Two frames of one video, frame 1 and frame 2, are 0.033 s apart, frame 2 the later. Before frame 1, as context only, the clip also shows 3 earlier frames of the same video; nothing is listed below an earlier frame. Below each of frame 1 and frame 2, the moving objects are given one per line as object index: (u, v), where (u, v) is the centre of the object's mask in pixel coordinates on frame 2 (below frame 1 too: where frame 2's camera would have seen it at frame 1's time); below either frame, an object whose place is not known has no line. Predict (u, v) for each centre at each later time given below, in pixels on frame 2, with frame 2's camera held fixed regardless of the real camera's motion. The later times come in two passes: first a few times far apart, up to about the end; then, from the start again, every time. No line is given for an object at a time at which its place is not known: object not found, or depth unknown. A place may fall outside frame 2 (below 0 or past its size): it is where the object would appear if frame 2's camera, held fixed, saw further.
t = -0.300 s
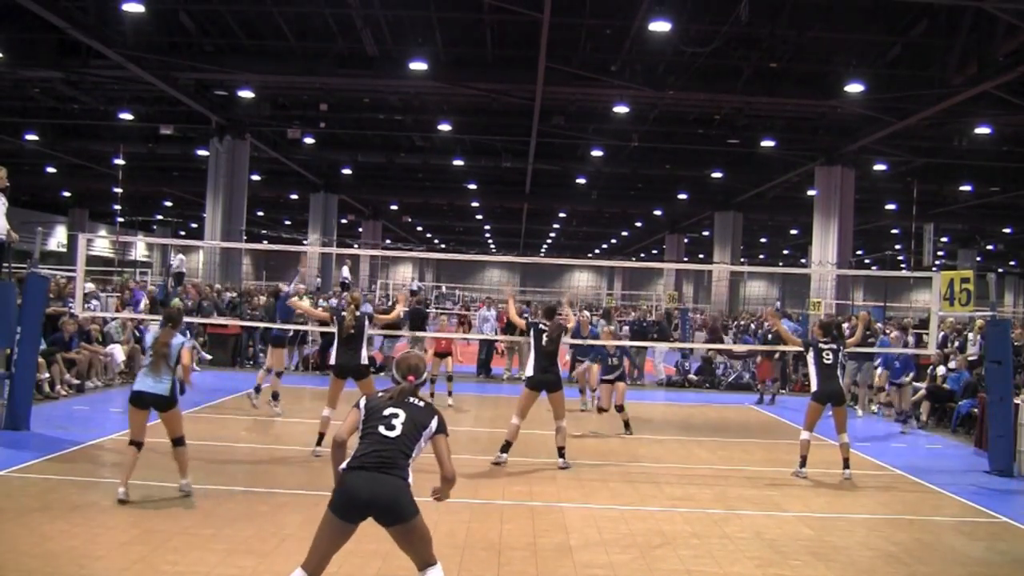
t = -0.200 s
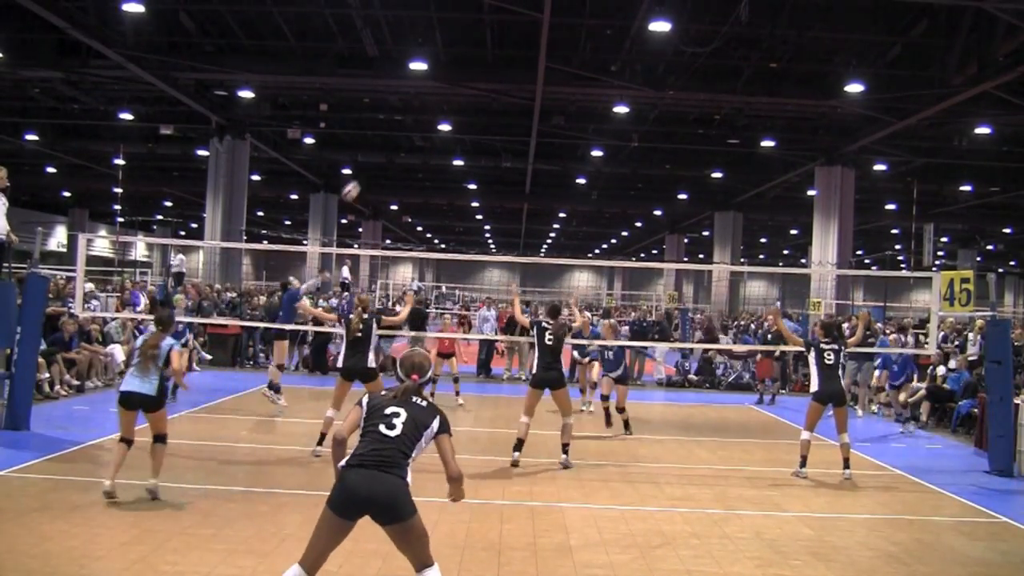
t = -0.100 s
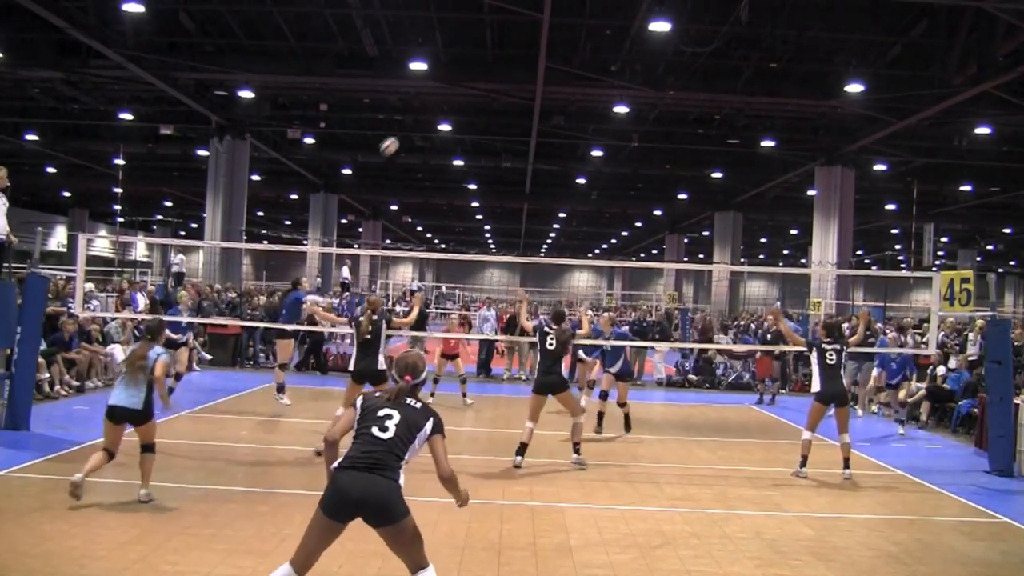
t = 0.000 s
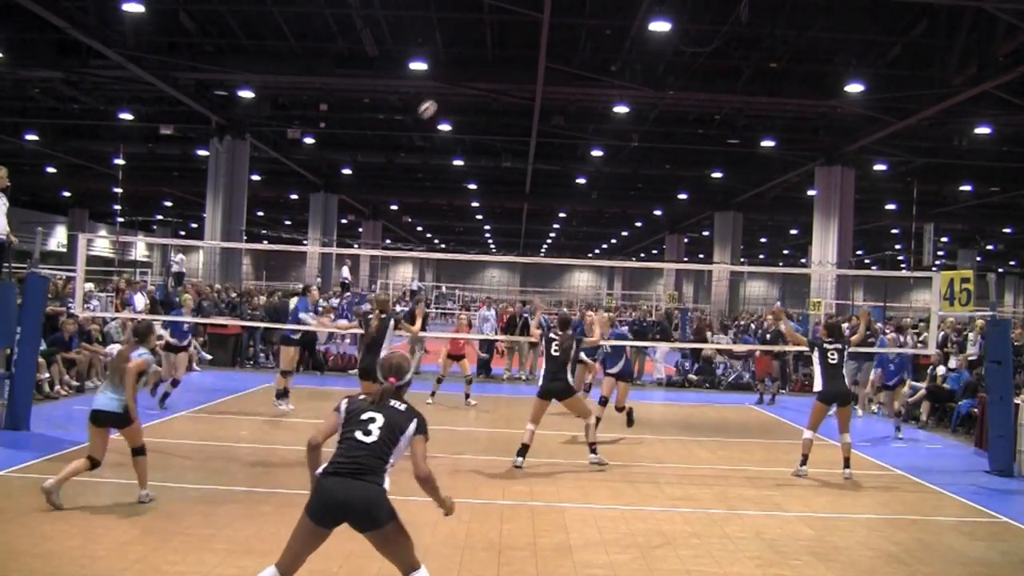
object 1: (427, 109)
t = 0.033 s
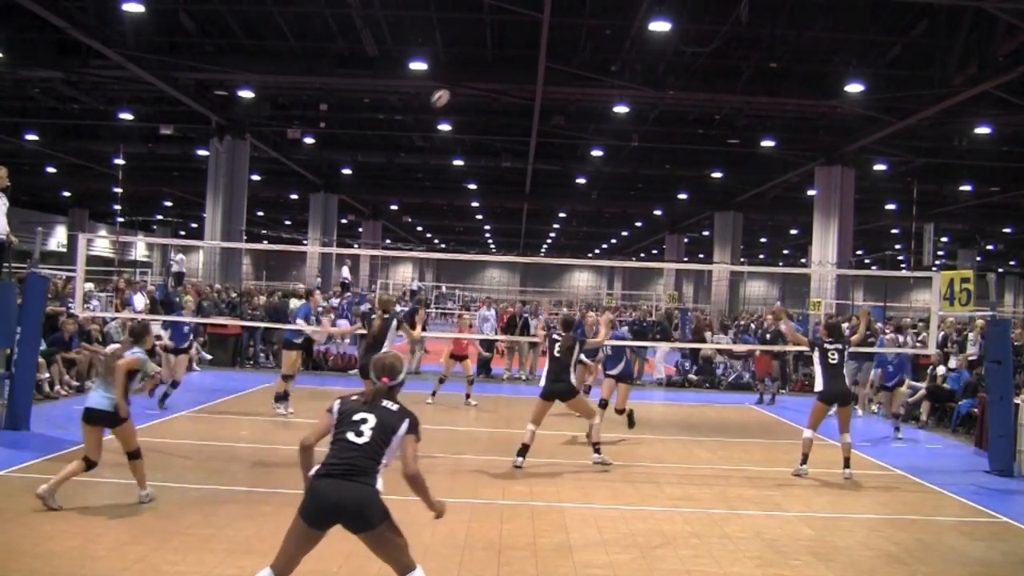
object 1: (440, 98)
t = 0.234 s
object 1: (516, 51)
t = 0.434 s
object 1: (589, 34)
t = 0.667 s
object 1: (673, 52)
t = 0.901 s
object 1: (754, 113)
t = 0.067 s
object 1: (452, 88)
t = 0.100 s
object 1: (465, 79)
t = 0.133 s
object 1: (478, 71)
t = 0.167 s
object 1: (490, 63)
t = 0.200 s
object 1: (503, 57)
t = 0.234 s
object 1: (516, 51)
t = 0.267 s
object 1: (527, 46)
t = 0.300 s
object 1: (540, 42)
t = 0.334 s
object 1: (553, 39)
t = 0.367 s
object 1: (565, 36)
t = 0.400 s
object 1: (577, 34)
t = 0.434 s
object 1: (589, 34)
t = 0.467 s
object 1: (601, 34)
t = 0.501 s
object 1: (613, 35)
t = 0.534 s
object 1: (625, 37)
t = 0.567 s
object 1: (637, 39)
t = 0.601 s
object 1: (649, 43)
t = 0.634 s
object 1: (661, 47)
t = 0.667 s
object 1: (673, 52)
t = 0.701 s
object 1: (685, 58)
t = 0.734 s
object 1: (696, 65)
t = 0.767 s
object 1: (708, 73)
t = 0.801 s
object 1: (720, 82)
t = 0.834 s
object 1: (731, 91)
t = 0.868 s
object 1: (743, 102)
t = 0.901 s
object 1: (754, 113)
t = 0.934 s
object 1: (765, 126)
